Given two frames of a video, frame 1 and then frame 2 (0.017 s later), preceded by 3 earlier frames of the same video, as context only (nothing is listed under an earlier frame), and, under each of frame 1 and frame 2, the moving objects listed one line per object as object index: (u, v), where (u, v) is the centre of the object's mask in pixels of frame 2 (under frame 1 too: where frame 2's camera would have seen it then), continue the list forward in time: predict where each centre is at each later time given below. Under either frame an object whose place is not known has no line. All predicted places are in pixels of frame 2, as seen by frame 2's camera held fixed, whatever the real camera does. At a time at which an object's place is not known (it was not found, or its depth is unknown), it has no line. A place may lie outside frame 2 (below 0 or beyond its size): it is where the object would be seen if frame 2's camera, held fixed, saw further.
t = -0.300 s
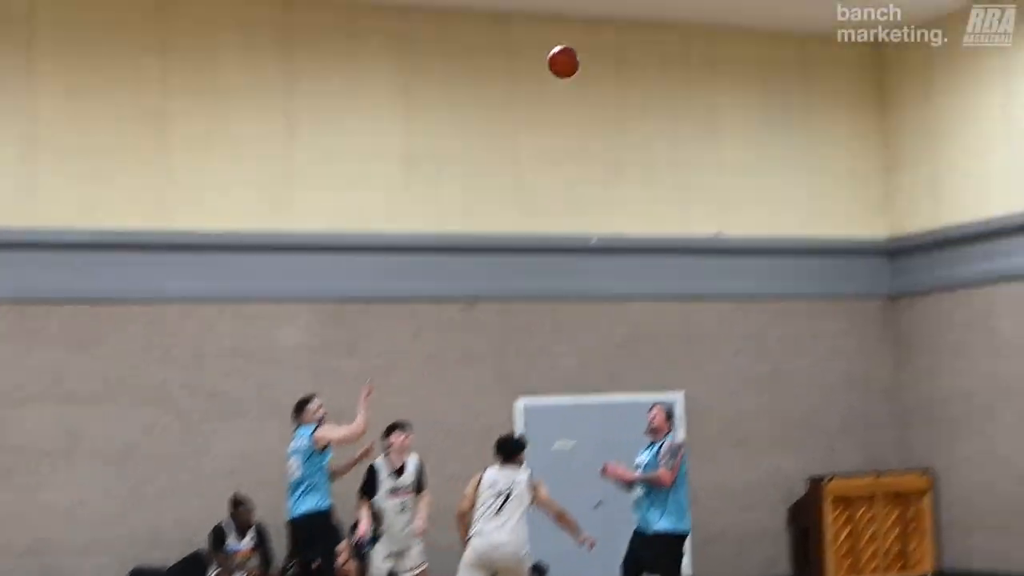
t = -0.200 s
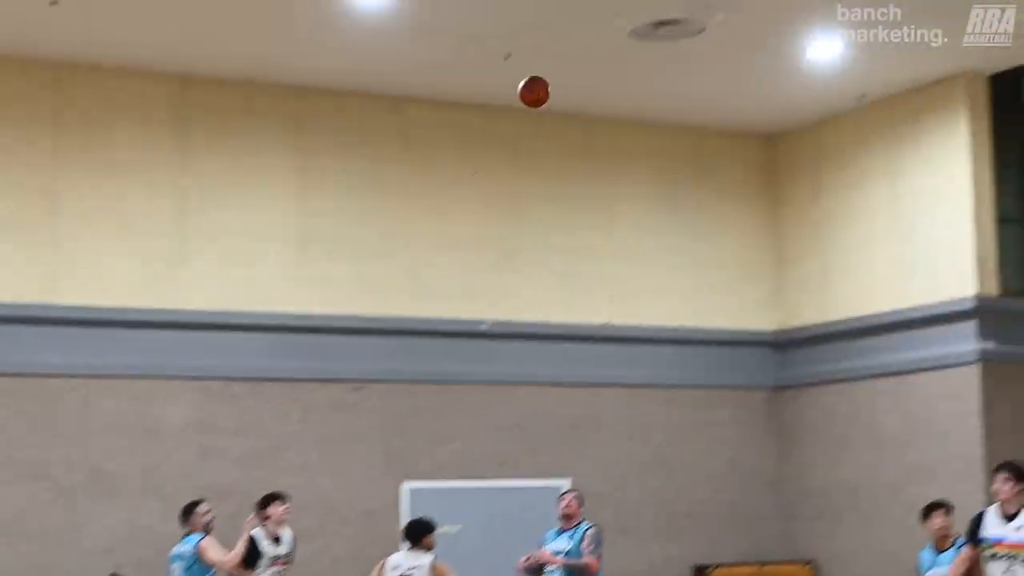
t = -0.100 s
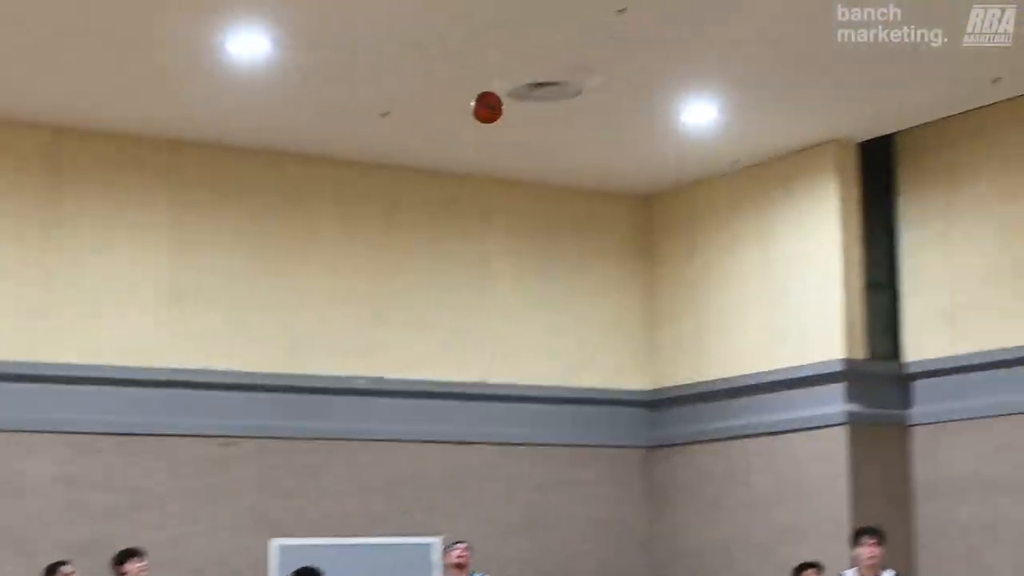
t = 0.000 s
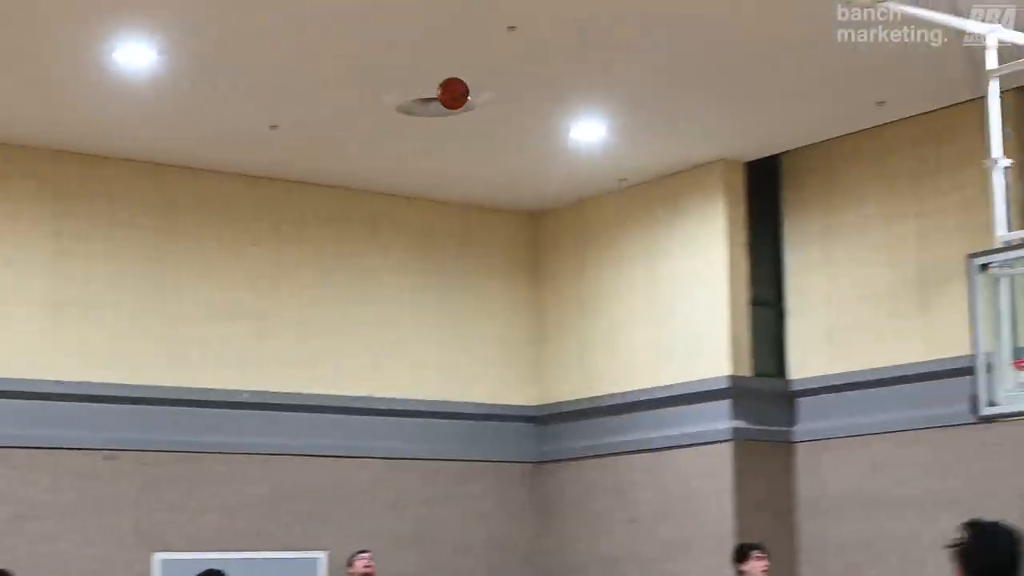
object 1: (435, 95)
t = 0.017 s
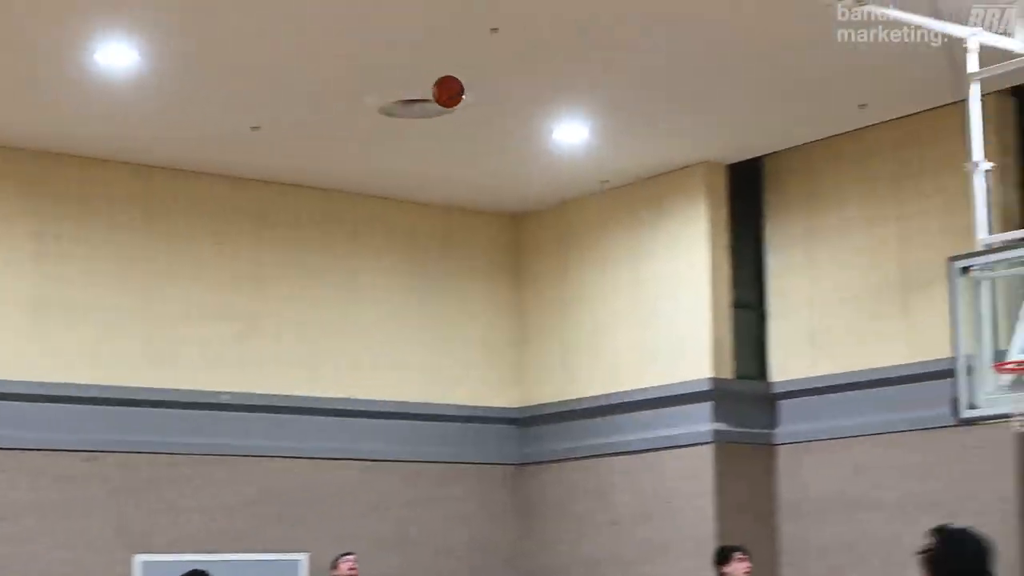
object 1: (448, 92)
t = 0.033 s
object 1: (461, 89)
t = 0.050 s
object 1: (474, 86)
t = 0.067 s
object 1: (487, 84)
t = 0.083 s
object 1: (500, 83)
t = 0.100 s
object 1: (512, 82)
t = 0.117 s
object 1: (525, 81)
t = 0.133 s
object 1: (538, 80)
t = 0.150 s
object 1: (551, 80)
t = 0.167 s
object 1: (564, 80)
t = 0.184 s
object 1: (577, 80)
